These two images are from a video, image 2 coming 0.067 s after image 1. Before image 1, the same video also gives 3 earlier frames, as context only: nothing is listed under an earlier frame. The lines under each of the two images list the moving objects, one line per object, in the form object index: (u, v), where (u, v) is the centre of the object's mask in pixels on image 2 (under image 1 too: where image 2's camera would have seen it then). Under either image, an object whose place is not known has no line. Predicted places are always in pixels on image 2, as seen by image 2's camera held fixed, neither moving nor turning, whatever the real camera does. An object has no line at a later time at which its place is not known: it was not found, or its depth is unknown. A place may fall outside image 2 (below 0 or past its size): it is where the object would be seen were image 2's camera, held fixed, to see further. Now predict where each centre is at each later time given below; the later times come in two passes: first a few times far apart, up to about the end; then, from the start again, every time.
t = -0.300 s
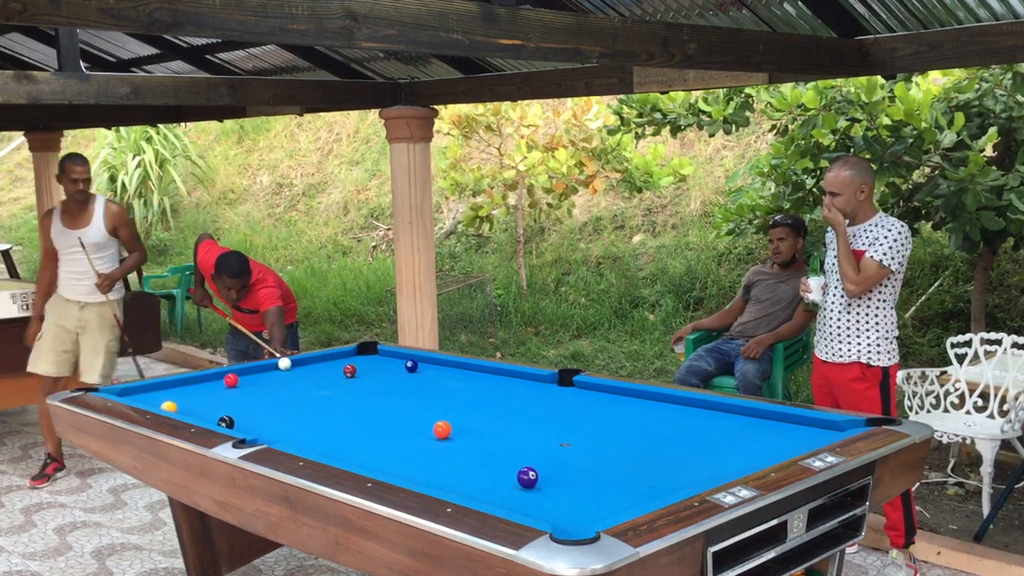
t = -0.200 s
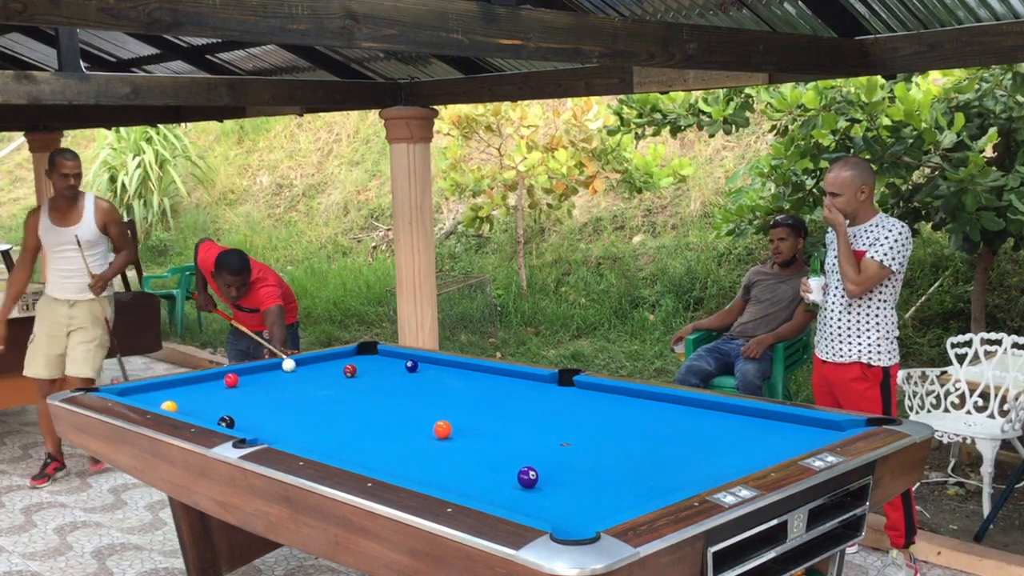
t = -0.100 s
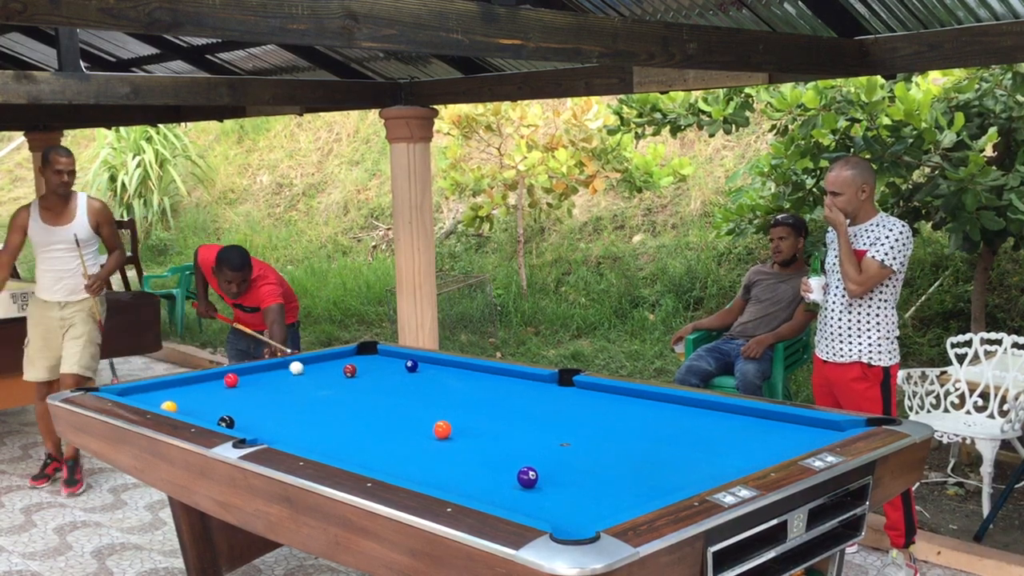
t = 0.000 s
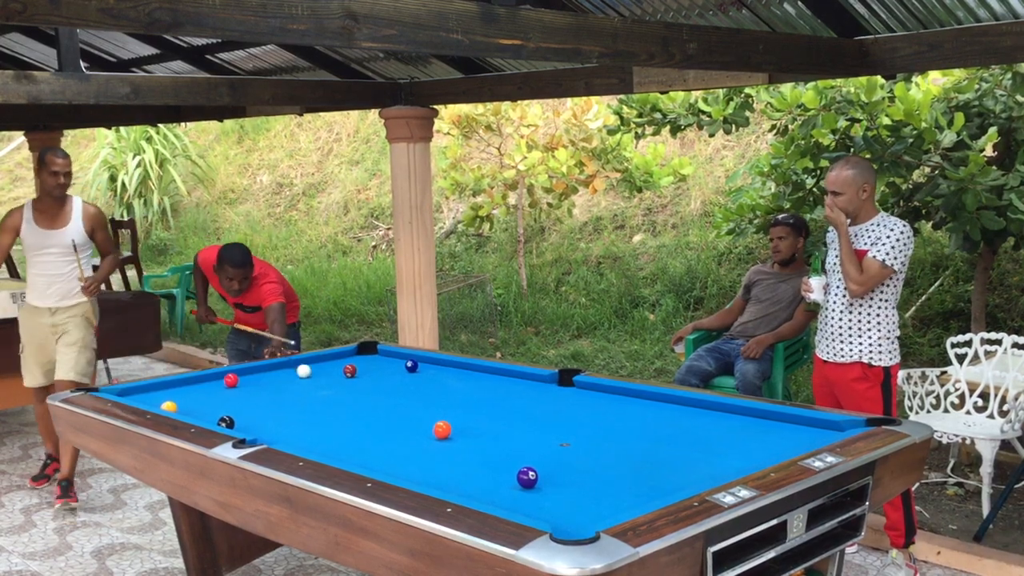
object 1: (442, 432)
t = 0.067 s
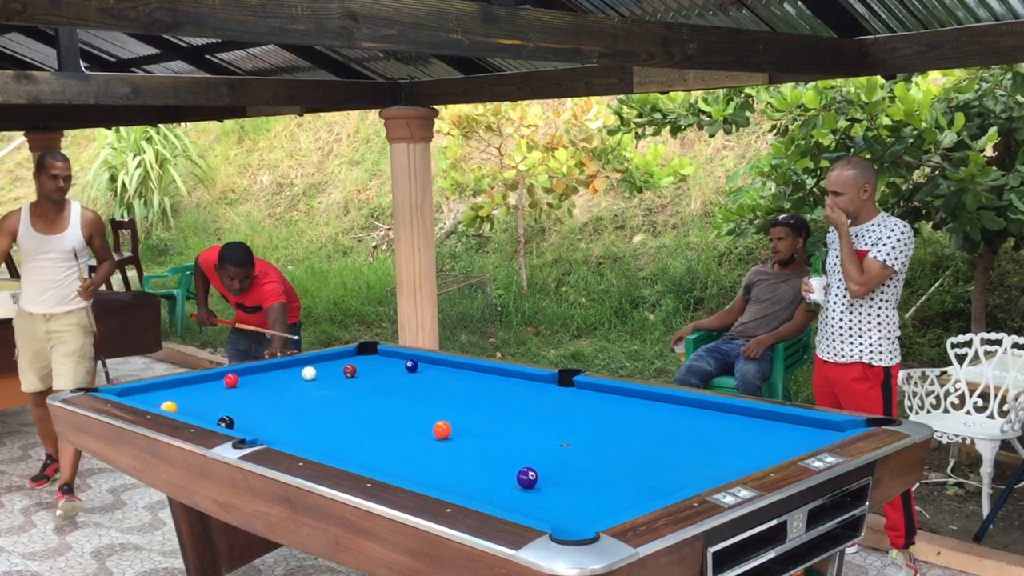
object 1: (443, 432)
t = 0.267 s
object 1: (442, 432)
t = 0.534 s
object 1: (442, 432)
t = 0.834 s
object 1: (442, 431)
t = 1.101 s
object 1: (442, 431)
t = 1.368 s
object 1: (442, 431)
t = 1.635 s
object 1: (440, 435)
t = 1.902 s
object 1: (435, 442)
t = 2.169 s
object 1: (431, 449)
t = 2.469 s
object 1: (426, 456)
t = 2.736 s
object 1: (422, 461)
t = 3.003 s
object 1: (420, 467)
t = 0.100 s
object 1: (443, 432)
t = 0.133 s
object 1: (443, 432)
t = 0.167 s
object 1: (443, 432)
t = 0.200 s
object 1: (442, 432)
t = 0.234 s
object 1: (442, 432)
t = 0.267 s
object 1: (442, 432)
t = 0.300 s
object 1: (442, 432)
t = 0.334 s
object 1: (442, 432)
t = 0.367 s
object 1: (442, 432)
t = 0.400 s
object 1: (442, 431)
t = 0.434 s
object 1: (442, 432)
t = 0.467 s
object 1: (442, 432)
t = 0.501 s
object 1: (442, 431)
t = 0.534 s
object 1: (442, 432)
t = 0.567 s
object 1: (442, 432)
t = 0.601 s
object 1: (442, 431)
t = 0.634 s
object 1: (442, 432)
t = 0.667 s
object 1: (442, 431)
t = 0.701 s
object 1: (442, 432)
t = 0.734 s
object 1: (442, 432)
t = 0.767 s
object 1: (442, 431)
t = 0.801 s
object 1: (442, 431)
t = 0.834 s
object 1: (442, 431)
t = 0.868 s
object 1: (442, 431)
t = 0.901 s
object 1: (442, 431)
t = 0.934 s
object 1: (442, 431)
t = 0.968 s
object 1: (442, 431)
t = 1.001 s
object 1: (442, 431)
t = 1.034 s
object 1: (442, 431)
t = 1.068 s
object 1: (442, 431)
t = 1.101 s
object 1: (442, 431)
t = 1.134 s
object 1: (442, 431)
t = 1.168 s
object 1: (442, 431)
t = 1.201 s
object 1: (442, 431)
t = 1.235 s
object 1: (442, 431)
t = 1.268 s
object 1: (442, 431)
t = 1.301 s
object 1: (442, 431)
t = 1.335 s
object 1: (442, 431)
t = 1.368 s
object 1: (442, 431)
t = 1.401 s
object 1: (442, 431)
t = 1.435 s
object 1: (442, 432)
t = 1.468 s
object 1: (442, 431)
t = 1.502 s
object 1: (443, 432)
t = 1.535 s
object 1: (442, 432)
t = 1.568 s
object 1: (441, 433)
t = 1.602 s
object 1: (440, 434)
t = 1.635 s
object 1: (440, 435)
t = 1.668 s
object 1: (438, 436)
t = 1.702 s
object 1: (438, 437)
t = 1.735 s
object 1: (437, 437)
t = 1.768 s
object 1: (437, 438)
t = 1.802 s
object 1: (437, 439)
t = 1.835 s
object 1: (436, 440)
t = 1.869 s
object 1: (435, 441)
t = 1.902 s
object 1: (435, 442)
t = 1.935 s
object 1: (434, 442)
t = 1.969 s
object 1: (434, 443)
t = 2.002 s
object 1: (433, 444)
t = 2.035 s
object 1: (433, 445)
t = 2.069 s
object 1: (432, 446)
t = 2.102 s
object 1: (432, 447)
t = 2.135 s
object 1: (431, 447)
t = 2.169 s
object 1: (431, 449)
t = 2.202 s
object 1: (430, 449)
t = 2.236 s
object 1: (429, 450)
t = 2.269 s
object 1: (429, 451)
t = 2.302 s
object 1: (428, 451)
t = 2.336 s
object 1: (428, 452)
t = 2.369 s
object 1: (428, 453)
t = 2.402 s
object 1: (427, 454)
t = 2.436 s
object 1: (427, 455)
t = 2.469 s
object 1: (426, 456)
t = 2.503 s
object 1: (426, 456)
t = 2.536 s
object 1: (425, 457)
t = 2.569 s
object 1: (425, 458)
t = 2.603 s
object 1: (424, 458)
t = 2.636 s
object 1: (424, 460)
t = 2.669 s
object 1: (423, 460)
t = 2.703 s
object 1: (423, 461)
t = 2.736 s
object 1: (422, 461)
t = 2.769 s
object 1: (422, 462)
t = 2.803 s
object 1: (422, 463)
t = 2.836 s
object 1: (421, 464)
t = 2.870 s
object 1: (421, 464)
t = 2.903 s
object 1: (421, 465)
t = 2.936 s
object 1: (420, 466)
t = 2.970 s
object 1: (420, 467)
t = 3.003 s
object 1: (420, 467)
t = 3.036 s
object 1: (419, 468)
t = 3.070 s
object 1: (419, 468)
